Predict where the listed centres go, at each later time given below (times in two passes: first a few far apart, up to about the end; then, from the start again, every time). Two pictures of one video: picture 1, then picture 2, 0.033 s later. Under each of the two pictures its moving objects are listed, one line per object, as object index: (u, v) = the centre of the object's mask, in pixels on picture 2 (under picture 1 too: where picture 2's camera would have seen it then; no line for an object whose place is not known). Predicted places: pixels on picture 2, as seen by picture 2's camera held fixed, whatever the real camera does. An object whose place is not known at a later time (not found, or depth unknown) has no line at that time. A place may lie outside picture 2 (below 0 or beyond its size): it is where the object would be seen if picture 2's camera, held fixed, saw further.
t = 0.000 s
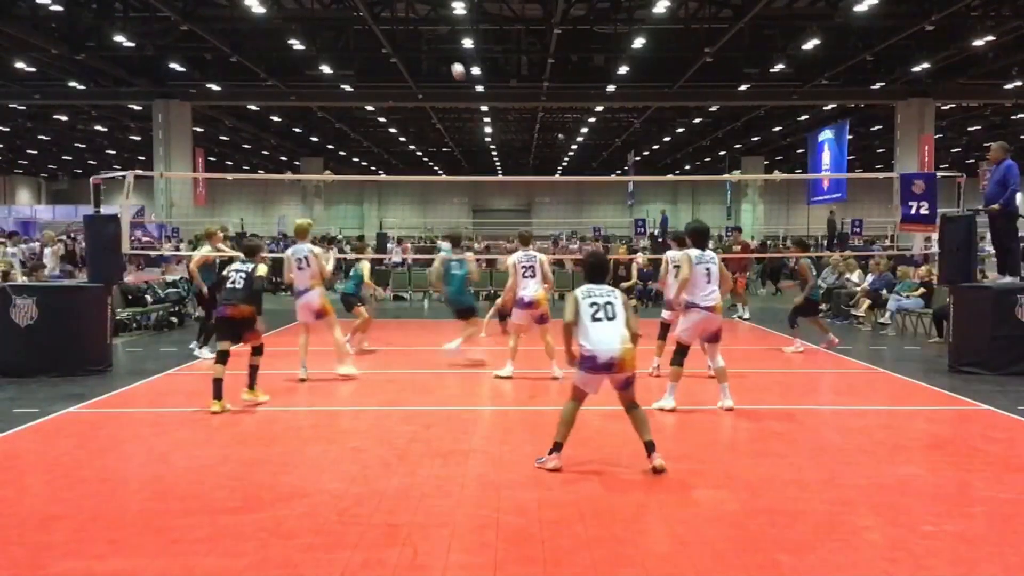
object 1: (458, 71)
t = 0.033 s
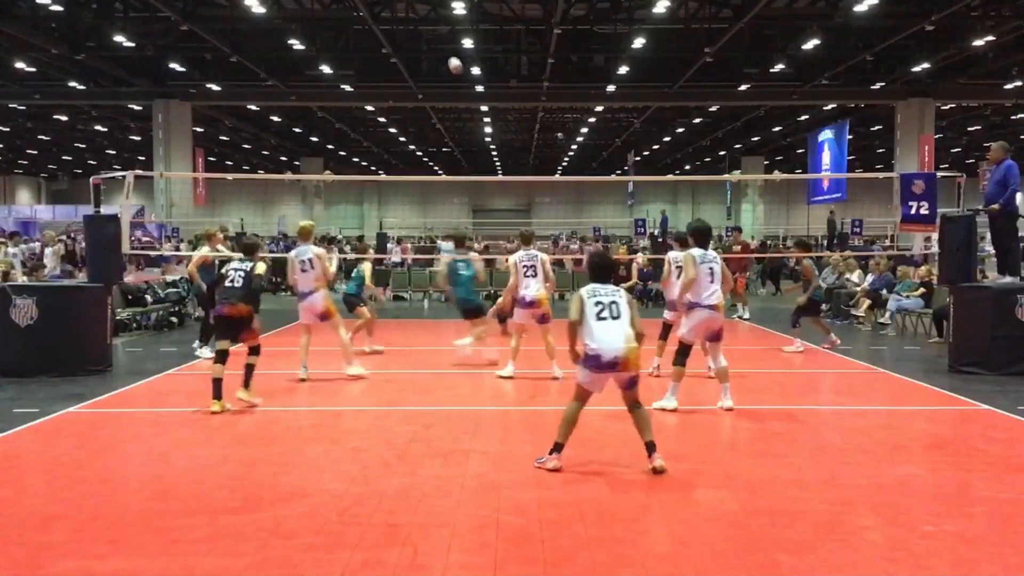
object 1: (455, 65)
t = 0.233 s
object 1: (438, 43)
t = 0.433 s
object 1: (418, 47)
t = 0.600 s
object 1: (402, 71)
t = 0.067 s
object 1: (452, 60)
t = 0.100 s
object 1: (450, 56)
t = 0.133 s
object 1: (447, 51)
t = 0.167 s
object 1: (444, 48)
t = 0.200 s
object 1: (441, 46)
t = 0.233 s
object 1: (438, 43)
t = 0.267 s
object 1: (434, 42)
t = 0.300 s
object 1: (431, 42)
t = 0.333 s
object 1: (428, 42)
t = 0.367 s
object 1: (425, 43)
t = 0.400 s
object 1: (422, 44)
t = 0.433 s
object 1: (418, 47)
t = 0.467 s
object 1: (415, 50)
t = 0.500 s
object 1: (412, 54)
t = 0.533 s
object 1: (408, 59)
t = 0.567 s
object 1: (405, 65)
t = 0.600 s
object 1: (402, 71)
